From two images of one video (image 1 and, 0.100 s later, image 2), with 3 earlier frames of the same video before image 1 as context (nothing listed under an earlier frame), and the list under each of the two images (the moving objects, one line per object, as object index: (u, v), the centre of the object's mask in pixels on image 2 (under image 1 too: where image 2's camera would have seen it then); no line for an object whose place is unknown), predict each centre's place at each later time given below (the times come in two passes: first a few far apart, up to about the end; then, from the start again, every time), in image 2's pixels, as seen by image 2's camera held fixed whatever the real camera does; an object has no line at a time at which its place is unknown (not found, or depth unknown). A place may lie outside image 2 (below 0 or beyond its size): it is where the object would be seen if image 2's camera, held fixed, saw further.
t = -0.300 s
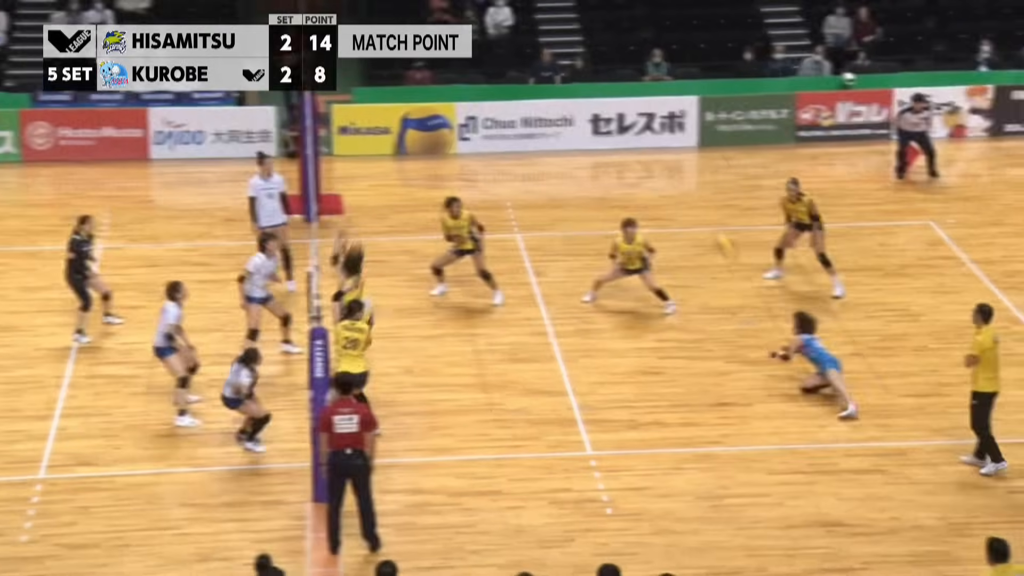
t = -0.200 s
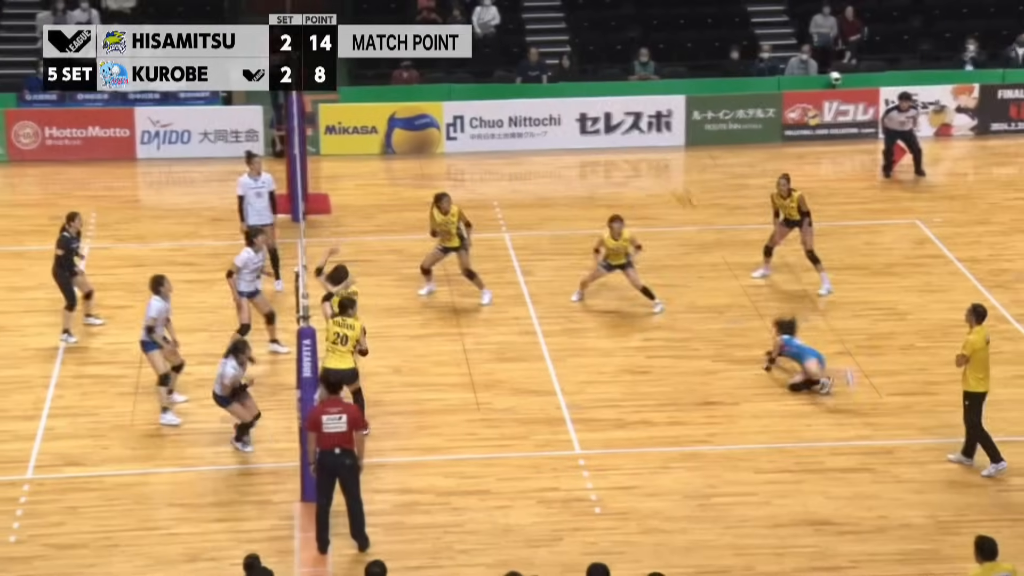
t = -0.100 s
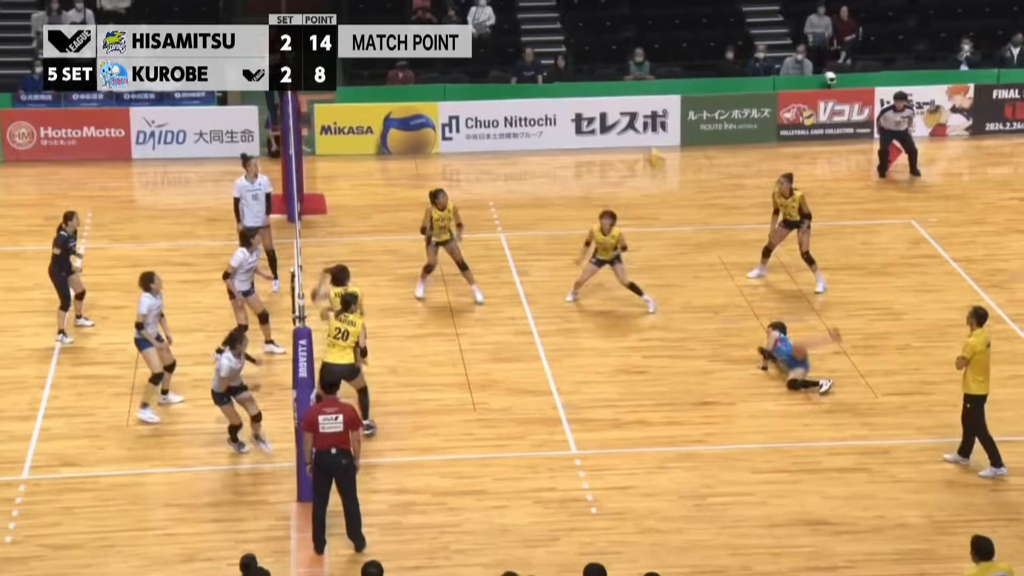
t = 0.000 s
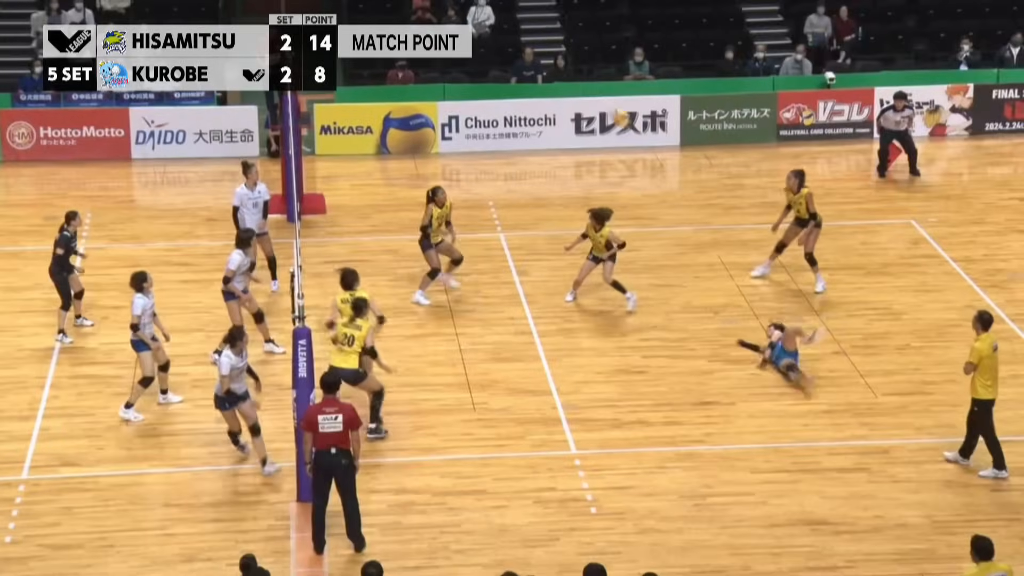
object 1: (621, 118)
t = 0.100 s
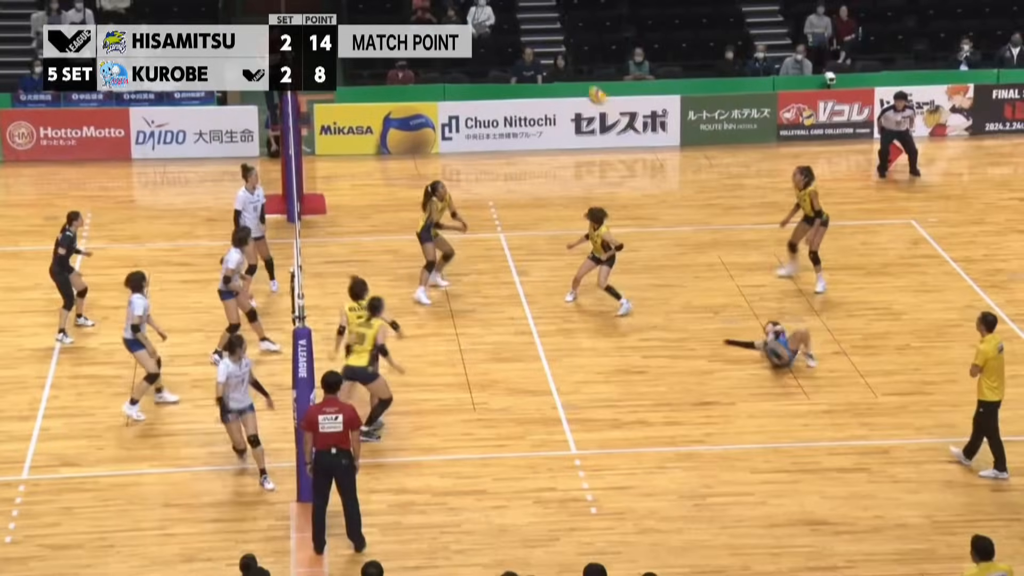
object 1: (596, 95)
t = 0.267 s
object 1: (560, 76)
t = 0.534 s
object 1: (505, 87)
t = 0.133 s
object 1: (590, 90)
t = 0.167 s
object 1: (582, 86)
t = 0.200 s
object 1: (574, 81)
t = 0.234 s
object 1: (567, 79)
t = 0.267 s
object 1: (560, 76)
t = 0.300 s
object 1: (552, 76)
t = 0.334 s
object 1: (545, 75)
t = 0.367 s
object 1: (539, 75)
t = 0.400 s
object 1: (532, 76)
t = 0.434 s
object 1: (524, 77)
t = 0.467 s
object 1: (518, 80)
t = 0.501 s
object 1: (511, 83)
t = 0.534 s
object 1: (505, 87)
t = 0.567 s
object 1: (498, 91)
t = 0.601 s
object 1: (492, 96)
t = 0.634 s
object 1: (485, 102)
